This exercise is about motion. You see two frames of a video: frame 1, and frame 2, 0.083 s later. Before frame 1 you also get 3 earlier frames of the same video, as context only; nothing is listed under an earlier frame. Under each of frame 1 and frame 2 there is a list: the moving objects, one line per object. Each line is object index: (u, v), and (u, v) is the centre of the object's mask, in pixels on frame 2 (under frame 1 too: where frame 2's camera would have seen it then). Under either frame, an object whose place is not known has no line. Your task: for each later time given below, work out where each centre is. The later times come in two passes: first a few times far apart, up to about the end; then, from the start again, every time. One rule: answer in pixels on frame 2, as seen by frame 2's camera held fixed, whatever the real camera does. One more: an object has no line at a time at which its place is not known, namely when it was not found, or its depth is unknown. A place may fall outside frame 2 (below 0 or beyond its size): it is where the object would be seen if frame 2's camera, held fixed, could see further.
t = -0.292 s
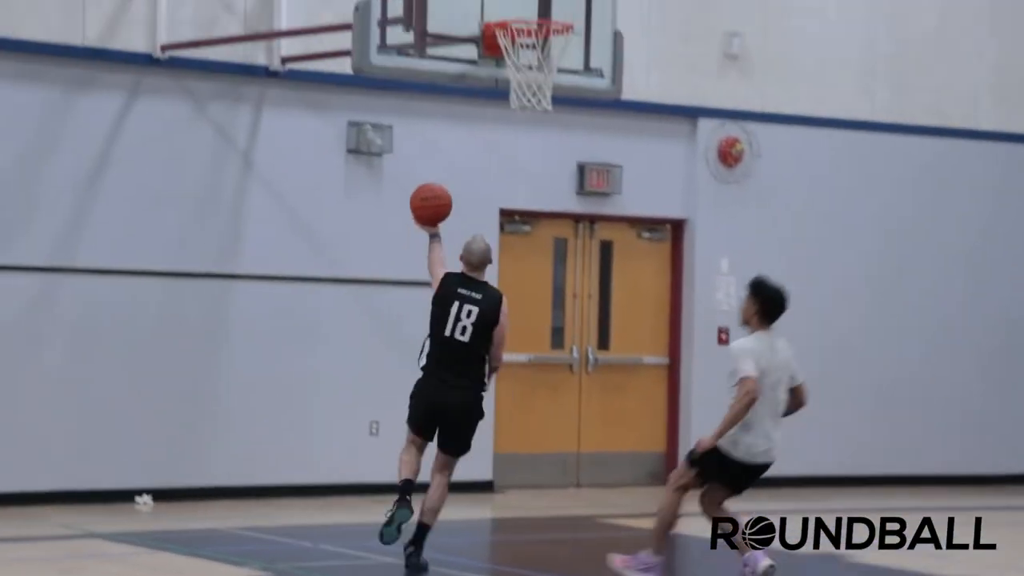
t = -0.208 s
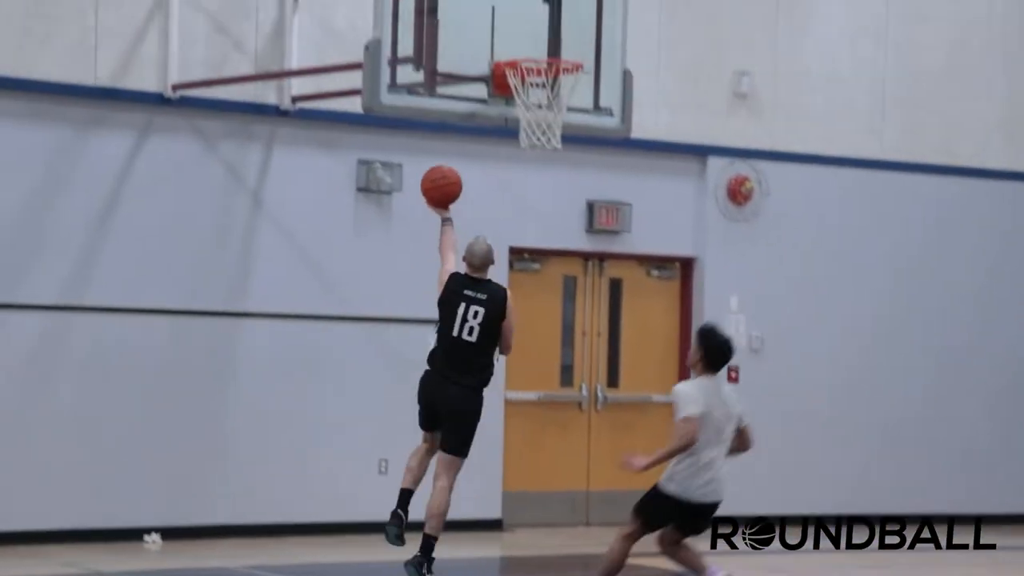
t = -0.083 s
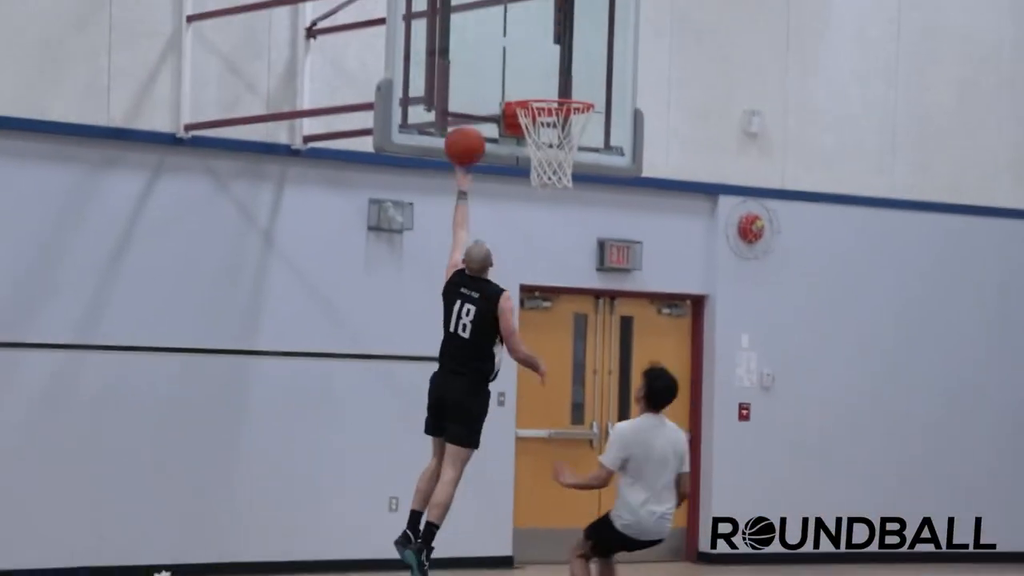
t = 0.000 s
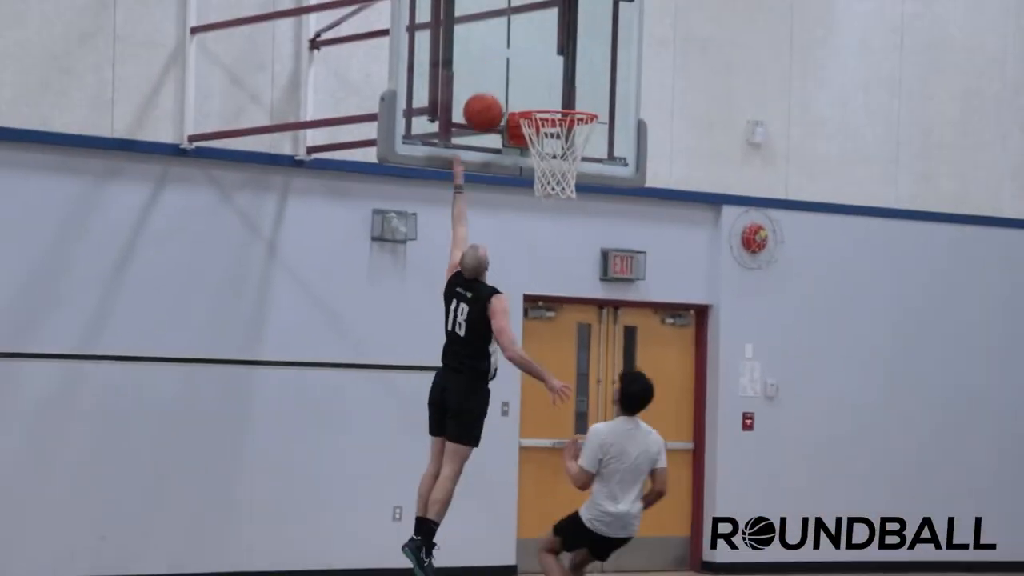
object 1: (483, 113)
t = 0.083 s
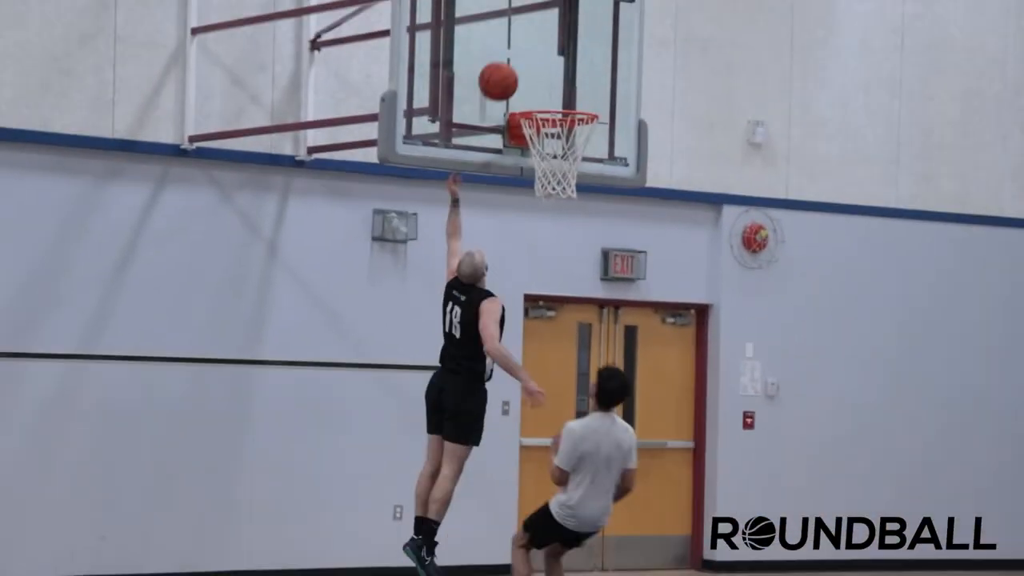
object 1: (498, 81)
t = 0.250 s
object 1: (530, 53)
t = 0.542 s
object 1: (582, 94)
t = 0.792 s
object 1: (572, 67)
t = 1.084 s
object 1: (555, 155)
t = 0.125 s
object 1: (505, 69)
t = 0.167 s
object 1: (513, 61)
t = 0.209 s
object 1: (521, 56)
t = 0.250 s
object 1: (530, 53)
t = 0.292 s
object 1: (538, 53)
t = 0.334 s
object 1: (547, 55)
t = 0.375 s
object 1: (556, 61)
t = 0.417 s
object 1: (564, 69)
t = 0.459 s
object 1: (572, 80)
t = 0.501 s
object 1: (580, 93)
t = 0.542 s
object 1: (582, 94)
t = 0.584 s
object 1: (581, 82)
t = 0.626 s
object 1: (580, 74)
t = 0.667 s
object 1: (578, 68)
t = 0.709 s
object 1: (576, 66)
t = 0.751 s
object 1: (575, 65)
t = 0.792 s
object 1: (572, 67)
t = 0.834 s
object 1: (571, 73)
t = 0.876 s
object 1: (568, 81)
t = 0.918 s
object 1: (566, 92)
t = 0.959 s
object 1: (564, 100)
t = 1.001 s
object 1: (561, 124)
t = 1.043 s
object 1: (557, 138)
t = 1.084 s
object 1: (555, 155)
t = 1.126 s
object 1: (552, 167)
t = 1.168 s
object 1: (549, 180)
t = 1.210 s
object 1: (548, 198)
